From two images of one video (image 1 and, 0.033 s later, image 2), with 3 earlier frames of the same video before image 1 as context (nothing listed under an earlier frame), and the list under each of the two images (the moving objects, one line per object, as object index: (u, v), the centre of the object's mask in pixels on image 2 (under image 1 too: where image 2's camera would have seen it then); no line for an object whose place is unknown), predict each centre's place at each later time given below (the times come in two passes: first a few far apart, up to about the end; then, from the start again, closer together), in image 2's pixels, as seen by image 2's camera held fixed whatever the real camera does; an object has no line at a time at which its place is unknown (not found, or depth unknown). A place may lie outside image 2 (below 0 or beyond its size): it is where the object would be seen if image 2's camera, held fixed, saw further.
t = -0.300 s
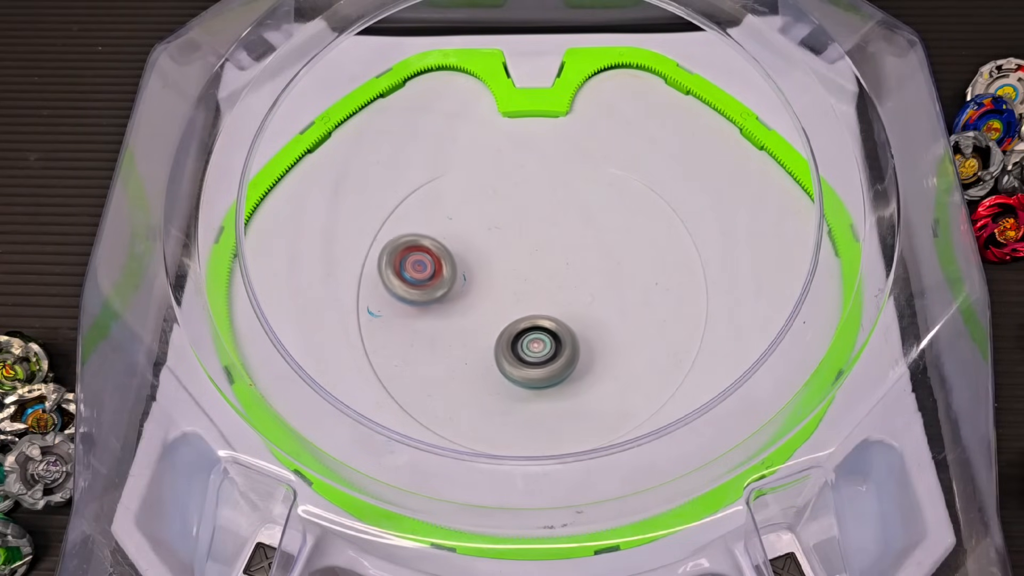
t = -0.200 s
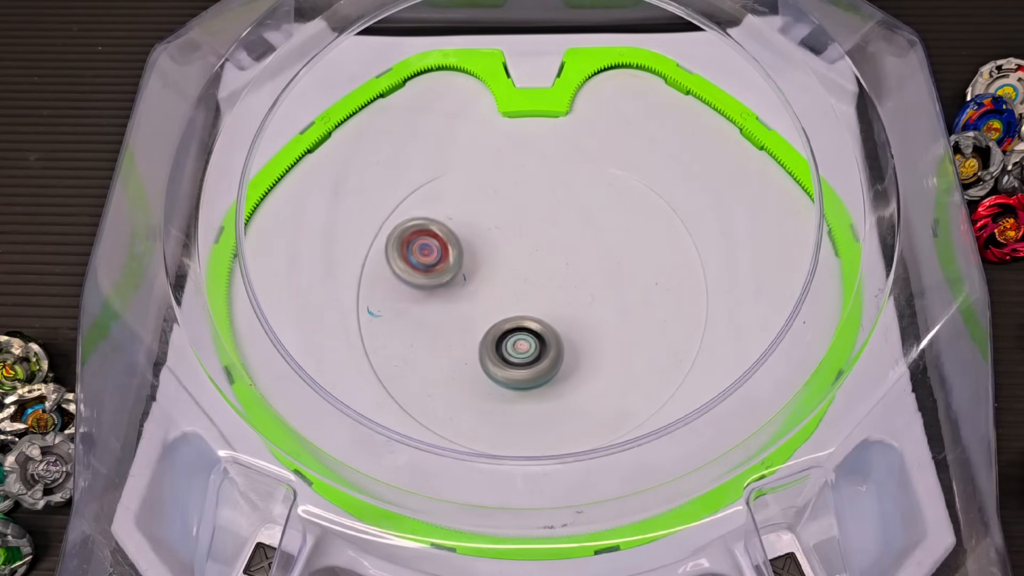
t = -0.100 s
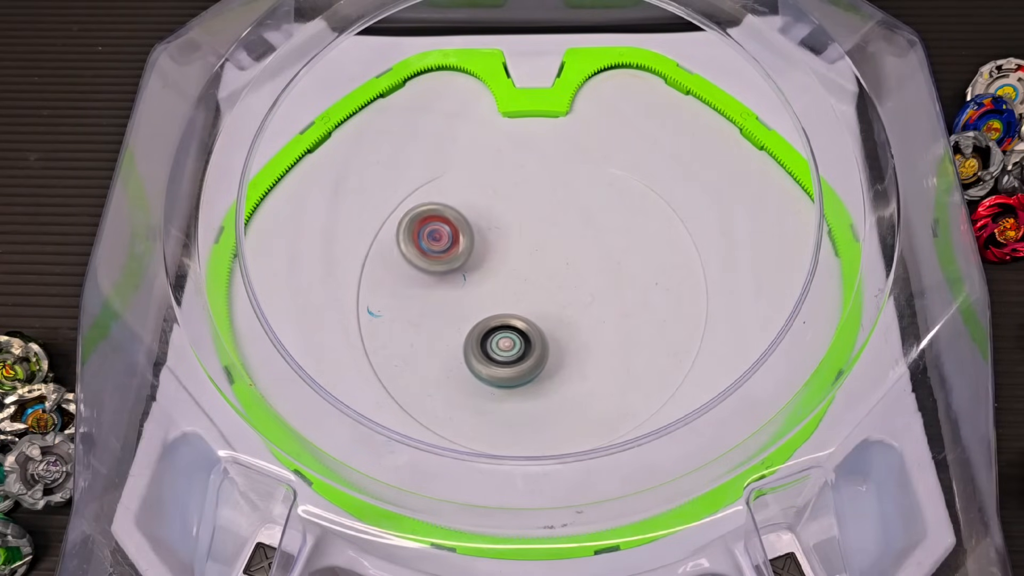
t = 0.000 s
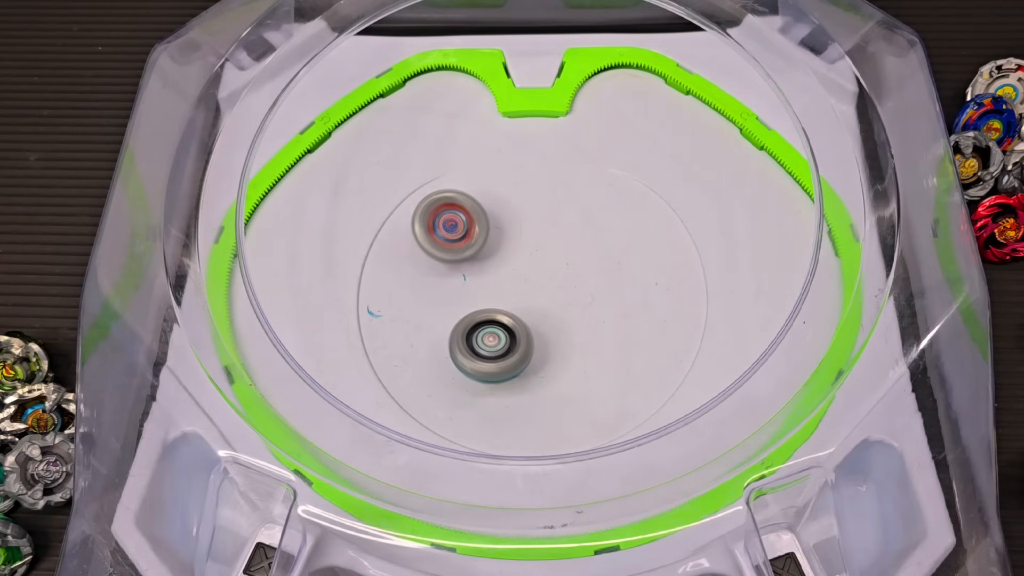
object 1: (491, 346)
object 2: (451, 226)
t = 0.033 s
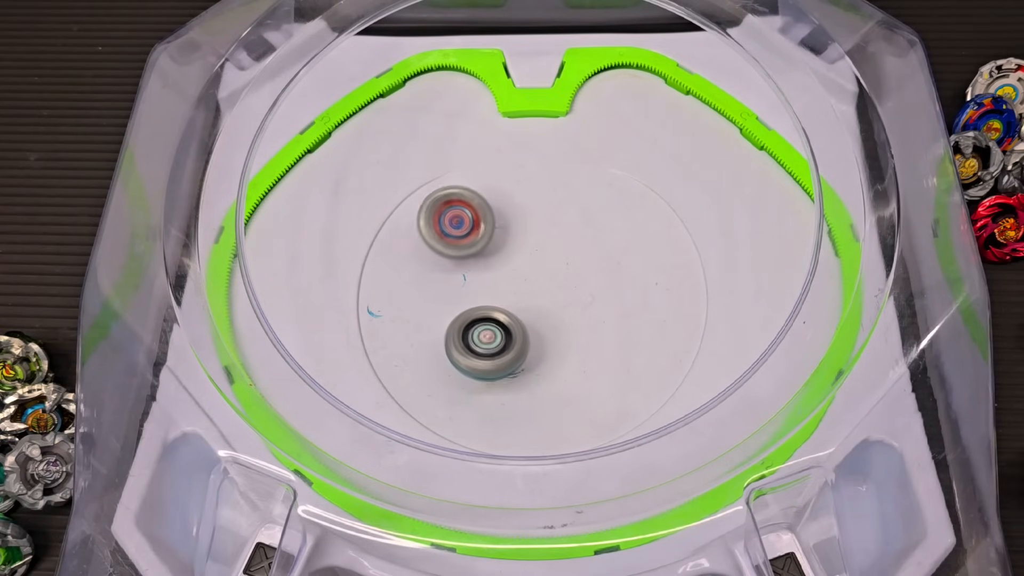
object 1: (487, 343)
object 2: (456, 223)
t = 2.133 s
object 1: (619, 280)
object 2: (451, 314)
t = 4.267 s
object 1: (530, 226)
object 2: (537, 340)
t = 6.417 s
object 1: (463, 295)
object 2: (575, 283)
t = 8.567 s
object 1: (573, 334)
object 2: (584, 223)
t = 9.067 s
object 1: (573, 313)
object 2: (532, 185)
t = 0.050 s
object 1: (485, 341)
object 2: (459, 220)
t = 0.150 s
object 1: (475, 331)
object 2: (475, 215)
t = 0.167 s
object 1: (474, 329)
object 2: (478, 214)
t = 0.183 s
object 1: (473, 327)
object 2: (481, 213)
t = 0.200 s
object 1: (472, 325)
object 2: (485, 213)
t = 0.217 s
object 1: (471, 323)
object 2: (489, 213)
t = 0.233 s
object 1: (469, 322)
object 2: (493, 213)
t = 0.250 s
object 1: (468, 320)
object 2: (496, 213)
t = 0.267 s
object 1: (467, 317)
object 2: (500, 214)
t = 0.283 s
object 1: (466, 315)
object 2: (504, 214)
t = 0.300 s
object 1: (466, 313)
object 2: (508, 215)
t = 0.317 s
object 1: (466, 311)
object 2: (512, 215)
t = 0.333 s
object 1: (465, 309)
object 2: (516, 215)
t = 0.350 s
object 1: (465, 306)
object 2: (521, 215)
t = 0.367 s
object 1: (464, 304)
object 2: (526, 216)
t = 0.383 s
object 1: (464, 301)
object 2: (530, 216)
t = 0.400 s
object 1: (464, 299)
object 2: (534, 217)
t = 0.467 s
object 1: (464, 290)
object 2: (550, 220)
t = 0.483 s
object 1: (464, 288)
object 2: (554, 221)
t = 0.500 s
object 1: (464, 286)
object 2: (559, 222)
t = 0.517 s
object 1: (465, 283)
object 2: (564, 223)
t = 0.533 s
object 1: (465, 282)
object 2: (568, 225)
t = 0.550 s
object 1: (466, 280)
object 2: (572, 226)
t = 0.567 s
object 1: (466, 278)
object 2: (576, 228)
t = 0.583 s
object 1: (467, 276)
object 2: (579, 229)
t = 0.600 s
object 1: (467, 273)
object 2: (584, 231)
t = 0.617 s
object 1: (468, 271)
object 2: (589, 233)
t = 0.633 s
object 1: (470, 269)
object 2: (594, 235)
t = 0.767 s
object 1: (478, 253)
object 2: (624, 251)
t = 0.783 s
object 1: (479, 251)
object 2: (627, 253)
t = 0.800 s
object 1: (480, 249)
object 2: (630, 254)
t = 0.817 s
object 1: (482, 247)
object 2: (633, 257)
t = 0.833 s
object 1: (483, 245)
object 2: (636, 259)
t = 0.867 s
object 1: (487, 241)
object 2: (641, 263)
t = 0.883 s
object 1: (488, 240)
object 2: (644, 265)
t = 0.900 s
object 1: (490, 238)
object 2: (646, 267)
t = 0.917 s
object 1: (491, 236)
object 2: (648, 270)
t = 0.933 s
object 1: (493, 234)
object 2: (649, 272)
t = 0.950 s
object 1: (495, 233)
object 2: (651, 274)
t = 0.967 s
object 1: (496, 231)
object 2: (652, 277)
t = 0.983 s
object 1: (498, 230)
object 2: (654, 279)
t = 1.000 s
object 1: (499, 228)
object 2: (655, 281)
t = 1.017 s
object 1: (501, 227)
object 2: (655, 284)
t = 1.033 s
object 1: (503, 226)
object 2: (656, 287)
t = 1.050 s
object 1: (505, 225)
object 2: (656, 290)
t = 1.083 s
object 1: (509, 224)
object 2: (656, 294)
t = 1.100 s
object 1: (510, 223)
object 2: (655, 297)
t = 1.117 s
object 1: (512, 222)
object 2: (655, 299)
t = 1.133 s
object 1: (514, 221)
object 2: (654, 302)
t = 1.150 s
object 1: (516, 221)
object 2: (653, 305)
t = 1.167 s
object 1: (518, 220)
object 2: (652, 308)
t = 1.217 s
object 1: (525, 218)
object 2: (646, 316)
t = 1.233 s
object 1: (528, 217)
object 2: (644, 318)
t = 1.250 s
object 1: (531, 217)
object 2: (642, 321)
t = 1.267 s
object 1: (533, 217)
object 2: (639, 323)
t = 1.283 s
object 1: (536, 217)
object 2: (636, 325)
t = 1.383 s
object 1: (550, 216)
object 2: (617, 338)
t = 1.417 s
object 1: (556, 217)
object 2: (610, 341)
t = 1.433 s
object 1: (558, 217)
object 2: (606, 343)
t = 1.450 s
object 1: (561, 217)
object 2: (602, 345)
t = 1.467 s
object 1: (564, 218)
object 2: (598, 346)
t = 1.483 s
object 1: (566, 219)
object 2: (594, 347)
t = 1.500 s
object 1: (569, 219)
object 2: (589, 348)
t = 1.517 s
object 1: (571, 220)
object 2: (585, 349)
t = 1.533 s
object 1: (573, 221)
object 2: (580, 350)
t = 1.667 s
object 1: (591, 230)
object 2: (544, 355)
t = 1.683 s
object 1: (593, 232)
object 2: (539, 355)
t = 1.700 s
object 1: (594, 233)
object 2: (535, 355)
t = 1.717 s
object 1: (596, 234)
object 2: (530, 354)
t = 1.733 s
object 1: (598, 236)
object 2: (526, 354)
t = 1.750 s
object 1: (599, 238)
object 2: (522, 353)
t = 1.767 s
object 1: (601, 240)
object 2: (518, 352)
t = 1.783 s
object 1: (602, 241)
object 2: (513, 351)
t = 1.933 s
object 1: (613, 257)
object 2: (479, 339)
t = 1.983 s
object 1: (616, 263)
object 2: (470, 334)
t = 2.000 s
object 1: (616, 265)
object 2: (468, 333)
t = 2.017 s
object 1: (617, 267)
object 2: (465, 331)
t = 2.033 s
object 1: (617, 268)
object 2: (463, 328)
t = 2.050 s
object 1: (618, 270)
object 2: (460, 326)
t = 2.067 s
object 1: (618, 273)
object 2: (458, 324)
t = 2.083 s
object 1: (619, 275)
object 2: (456, 321)
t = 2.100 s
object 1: (619, 276)
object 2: (454, 319)
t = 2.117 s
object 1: (619, 278)
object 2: (453, 316)
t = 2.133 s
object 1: (619, 280)
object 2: (451, 314)
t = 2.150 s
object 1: (619, 281)
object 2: (450, 311)
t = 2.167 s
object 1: (618, 284)
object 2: (449, 309)
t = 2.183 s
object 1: (618, 286)
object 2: (448, 306)
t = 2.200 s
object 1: (617, 288)
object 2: (447, 303)
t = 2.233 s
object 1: (616, 292)
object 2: (446, 297)
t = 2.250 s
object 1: (616, 294)
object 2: (446, 295)
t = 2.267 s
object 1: (614, 296)
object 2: (445, 292)
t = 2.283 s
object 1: (613, 298)
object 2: (445, 289)
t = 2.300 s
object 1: (611, 299)
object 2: (445, 286)
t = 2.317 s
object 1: (610, 300)
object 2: (446, 284)
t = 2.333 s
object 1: (608, 302)
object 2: (446, 281)
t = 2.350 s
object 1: (606, 303)
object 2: (447, 278)
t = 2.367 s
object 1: (604, 304)
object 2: (448, 275)
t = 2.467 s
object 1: (591, 312)
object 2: (456, 259)
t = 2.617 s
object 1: (569, 323)
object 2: (474, 242)
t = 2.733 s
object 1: (551, 329)
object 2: (492, 224)
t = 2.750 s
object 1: (549, 329)
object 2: (496, 221)
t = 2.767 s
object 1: (546, 329)
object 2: (500, 217)
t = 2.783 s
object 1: (543, 330)
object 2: (503, 215)
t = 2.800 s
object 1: (540, 330)
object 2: (507, 213)
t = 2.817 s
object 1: (537, 331)
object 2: (510, 212)
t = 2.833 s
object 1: (535, 331)
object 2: (513, 211)
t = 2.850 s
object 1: (532, 331)
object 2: (515, 211)
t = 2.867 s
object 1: (530, 332)
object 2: (517, 212)
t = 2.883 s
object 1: (526, 332)
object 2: (518, 212)
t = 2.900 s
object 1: (523, 333)
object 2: (520, 212)
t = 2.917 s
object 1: (520, 333)
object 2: (521, 211)
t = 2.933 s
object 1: (517, 332)
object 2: (523, 211)
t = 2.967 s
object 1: (512, 332)
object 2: (528, 210)
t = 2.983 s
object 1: (509, 332)
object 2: (531, 210)
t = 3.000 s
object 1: (506, 332)
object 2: (533, 210)
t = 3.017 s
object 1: (503, 331)
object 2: (536, 211)
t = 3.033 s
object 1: (500, 330)
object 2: (538, 211)
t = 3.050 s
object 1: (498, 329)
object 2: (540, 212)
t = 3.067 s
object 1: (496, 329)
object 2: (543, 213)
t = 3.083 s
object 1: (493, 329)
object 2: (545, 213)
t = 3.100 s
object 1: (490, 328)
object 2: (548, 214)
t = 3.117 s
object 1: (488, 327)
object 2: (550, 216)
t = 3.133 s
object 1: (486, 326)
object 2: (552, 217)
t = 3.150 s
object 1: (484, 325)
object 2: (554, 219)
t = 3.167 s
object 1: (482, 324)
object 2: (557, 222)
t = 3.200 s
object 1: (478, 323)
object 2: (561, 227)
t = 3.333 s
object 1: (466, 312)
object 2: (579, 248)
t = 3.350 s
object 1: (465, 310)
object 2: (581, 251)
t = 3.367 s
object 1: (463, 309)
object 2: (582, 254)
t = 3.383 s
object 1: (462, 307)
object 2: (584, 257)
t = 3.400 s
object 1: (461, 305)
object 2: (586, 260)
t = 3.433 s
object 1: (460, 301)
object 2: (589, 266)
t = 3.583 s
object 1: (457, 283)
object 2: (599, 292)
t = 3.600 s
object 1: (457, 280)
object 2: (600, 295)
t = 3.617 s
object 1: (457, 278)
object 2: (600, 298)
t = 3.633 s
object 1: (458, 276)
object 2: (601, 301)
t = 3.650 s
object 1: (459, 275)
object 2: (601, 303)
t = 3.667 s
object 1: (459, 273)
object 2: (601, 305)
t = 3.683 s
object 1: (460, 271)
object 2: (601, 307)
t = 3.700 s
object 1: (461, 269)
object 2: (601, 310)
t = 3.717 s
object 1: (462, 267)
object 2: (601, 312)
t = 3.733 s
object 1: (463, 265)
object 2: (600, 314)
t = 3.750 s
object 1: (465, 263)
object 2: (599, 316)
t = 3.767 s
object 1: (466, 262)
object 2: (598, 318)
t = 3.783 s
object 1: (467, 260)
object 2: (597, 320)
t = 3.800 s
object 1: (469, 258)
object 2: (596, 322)
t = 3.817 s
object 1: (470, 256)
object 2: (594, 324)
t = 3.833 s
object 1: (472, 254)
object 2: (593, 326)
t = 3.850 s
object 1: (473, 252)
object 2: (591, 328)
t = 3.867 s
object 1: (475, 251)
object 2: (590, 330)
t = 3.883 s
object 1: (477, 249)
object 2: (588, 332)
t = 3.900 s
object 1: (478, 248)
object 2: (586, 333)
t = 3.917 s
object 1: (480, 246)
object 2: (584, 335)
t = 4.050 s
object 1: (497, 236)
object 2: (567, 343)
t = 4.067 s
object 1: (499, 235)
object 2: (565, 343)
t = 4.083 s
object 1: (502, 234)
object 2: (563, 344)
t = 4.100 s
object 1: (504, 233)
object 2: (561, 344)
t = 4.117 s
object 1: (507, 232)
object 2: (559, 344)
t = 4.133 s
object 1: (509, 231)
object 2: (558, 344)
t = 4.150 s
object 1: (512, 231)
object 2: (556, 344)
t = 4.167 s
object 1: (514, 230)
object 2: (554, 344)
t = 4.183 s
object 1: (517, 229)
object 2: (551, 344)
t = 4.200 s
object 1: (520, 228)
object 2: (548, 343)
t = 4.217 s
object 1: (522, 228)
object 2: (545, 343)
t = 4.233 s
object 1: (525, 227)
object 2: (542, 343)
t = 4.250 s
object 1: (527, 227)
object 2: (539, 341)
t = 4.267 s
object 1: (530, 226)
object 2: (537, 340)
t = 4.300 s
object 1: (535, 226)
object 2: (531, 338)
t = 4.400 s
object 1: (551, 225)
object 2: (516, 328)
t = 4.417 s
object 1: (553, 225)
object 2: (514, 327)
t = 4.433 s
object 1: (555, 225)
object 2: (511, 325)
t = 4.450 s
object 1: (558, 226)
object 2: (509, 322)
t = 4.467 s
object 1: (560, 226)
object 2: (506, 319)
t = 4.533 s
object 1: (571, 228)
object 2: (499, 311)
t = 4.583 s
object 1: (578, 230)
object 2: (496, 305)
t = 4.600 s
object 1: (580, 231)
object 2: (495, 303)
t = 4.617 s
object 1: (583, 231)
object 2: (493, 300)
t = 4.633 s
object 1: (585, 233)
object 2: (492, 297)
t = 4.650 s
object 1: (587, 234)
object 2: (492, 294)
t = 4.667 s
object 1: (589, 234)
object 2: (491, 291)
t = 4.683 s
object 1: (591, 236)
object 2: (490, 288)
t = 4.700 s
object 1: (593, 237)
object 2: (489, 285)
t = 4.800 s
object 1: (604, 245)
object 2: (485, 272)
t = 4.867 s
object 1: (610, 251)
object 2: (482, 258)
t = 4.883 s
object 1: (612, 253)
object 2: (481, 252)
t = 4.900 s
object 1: (614, 255)
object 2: (480, 248)
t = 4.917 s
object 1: (615, 257)
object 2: (480, 243)
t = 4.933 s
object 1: (615, 258)
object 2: (480, 240)
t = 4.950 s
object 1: (616, 260)
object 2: (481, 237)
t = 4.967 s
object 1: (618, 262)
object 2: (481, 235)
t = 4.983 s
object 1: (619, 263)
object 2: (482, 233)
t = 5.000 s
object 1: (620, 266)
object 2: (483, 233)
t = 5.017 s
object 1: (620, 267)
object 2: (485, 232)
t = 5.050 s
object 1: (622, 271)
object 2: (488, 231)
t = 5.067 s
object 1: (622, 273)
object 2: (489, 230)
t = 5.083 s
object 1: (623, 275)
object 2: (491, 230)
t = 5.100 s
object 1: (623, 277)
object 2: (492, 230)
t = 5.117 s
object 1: (623, 279)
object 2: (493, 229)
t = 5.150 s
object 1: (623, 282)
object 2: (493, 228)
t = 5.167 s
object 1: (623, 284)
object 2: (493, 228)
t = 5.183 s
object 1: (623, 286)
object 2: (494, 227)
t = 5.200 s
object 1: (622, 287)
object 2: (495, 226)
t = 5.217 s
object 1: (621, 289)
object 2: (496, 225)
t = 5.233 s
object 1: (620, 290)
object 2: (498, 223)
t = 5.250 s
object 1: (619, 292)
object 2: (500, 223)
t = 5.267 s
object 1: (618, 294)
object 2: (503, 222)
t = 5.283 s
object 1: (616, 295)
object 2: (505, 223)
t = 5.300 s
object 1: (613, 297)
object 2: (508, 223)
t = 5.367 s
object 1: (604, 304)
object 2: (515, 228)
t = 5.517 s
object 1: (580, 316)
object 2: (536, 235)
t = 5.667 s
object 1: (556, 327)
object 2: (598, 251)
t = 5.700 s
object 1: (550, 328)
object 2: (615, 261)
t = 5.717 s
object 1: (547, 329)
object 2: (621, 266)
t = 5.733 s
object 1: (544, 330)
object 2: (626, 271)
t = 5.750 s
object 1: (541, 330)
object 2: (630, 277)
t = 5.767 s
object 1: (538, 331)
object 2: (632, 282)
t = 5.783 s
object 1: (536, 331)
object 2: (632, 285)
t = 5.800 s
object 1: (533, 331)
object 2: (632, 288)
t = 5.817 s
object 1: (530, 332)
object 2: (632, 290)
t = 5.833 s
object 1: (527, 332)
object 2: (632, 291)
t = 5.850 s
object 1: (524, 333)
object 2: (632, 291)
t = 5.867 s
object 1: (521, 333)
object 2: (632, 290)
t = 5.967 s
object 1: (506, 331)
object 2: (641, 283)
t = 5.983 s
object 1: (503, 331)
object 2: (642, 282)
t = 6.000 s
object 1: (501, 330)
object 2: (643, 282)
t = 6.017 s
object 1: (498, 329)
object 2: (643, 282)
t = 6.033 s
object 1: (496, 328)
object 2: (642, 283)
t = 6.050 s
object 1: (494, 328)
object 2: (642, 282)
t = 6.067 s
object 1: (491, 327)
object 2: (641, 282)
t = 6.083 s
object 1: (489, 326)
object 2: (639, 282)
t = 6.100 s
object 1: (487, 325)
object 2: (638, 282)
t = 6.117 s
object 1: (485, 324)
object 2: (636, 282)
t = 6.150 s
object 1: (481, 321)
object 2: (632, 282)
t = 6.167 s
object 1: (479, 320)
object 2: (629, 283)
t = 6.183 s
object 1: (477, 319)
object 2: (626, 283)
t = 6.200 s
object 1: (475, 317)
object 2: (623, 283)
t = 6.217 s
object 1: (474, 315)
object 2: (620, 283)
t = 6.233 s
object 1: (472, 314)
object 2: (617, 283)
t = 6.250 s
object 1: (471, 312)
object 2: (613, 284)
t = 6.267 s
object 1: (469, 311)
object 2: (610, 284)
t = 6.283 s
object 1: (468, 309)
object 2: (607, 284)
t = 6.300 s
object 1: (467, 307)
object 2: (603, 284)
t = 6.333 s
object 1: (466, 304)
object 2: (596, 284)
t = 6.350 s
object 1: (465, 302)
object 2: (591, 284)
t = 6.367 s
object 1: (464, 300)
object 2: (587, 284)
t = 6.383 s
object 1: (464, 298)
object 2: (583, 284)
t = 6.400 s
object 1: (464, 296)
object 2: (579, 284)
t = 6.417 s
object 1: (463, 295)
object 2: (575, 283)
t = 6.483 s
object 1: (464, 287)
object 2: (558, 282)
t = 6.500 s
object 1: (464, 285)
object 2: (554, 281)
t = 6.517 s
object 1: (465, 284)
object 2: (549, 280)
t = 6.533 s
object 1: (463, 282)
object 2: (547, 280)
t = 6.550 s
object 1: (461, 279)
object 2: (546, 280)
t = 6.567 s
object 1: (460, 277)
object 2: (545, 280)
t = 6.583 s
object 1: (460, 275)
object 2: (544, 281)
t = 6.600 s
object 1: (460, 273)
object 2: (542, 282)
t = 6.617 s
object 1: (459, 271)
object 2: (541, 284)
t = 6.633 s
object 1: (458, 269)
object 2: (539, 287)
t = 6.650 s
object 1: (441, 260)
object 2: (557, 295)
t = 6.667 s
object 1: (423, 249)
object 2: (579, 307)
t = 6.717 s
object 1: (387, 228)
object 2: (638, 334)
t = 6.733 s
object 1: (380, 223)
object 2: (653, 340)
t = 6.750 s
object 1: (375, 220)
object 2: (666, 344)
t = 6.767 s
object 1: (376, 219)
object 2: (678, 348)
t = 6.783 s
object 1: (379, 221)
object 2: (687, 350)
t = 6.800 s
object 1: (381, 223)
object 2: (694, 350)
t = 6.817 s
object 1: (381, 222)
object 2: (694, 345)
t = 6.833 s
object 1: (381, 225)
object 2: (692, 339)
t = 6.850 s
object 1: (381, 226)
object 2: (690, 335)
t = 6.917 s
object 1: (380, 226)
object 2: (682, 315)
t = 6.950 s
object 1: (381, 224)
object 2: (678, 308)
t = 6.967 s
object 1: (381, 223)
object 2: (677, 304)
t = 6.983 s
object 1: (382, 223)
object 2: (675, 303)
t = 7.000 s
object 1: (384, 222)
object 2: (673, 299)
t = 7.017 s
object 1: (385, 222)
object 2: (672, 293)
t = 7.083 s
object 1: (394, 221)
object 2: (668, 279)
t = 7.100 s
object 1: (396, 221)
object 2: (667, 275)
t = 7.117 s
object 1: (399, 221)
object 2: (666, 272)
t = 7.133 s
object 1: (402, 222)
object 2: (665, 271)
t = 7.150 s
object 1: (405, 223)
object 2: (664, 270)
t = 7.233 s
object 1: (423, 229)
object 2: (654, 274)
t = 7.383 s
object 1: (464, 242)
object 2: (622, 277)
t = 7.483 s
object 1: (498, 252)
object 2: (594, 276)
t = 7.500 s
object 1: (505, 254)
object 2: (590, 276)
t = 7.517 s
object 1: (508, 254)
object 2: (589, 277)
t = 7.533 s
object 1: (497, 247)
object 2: (599, 283)
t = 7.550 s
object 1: (486, 242)
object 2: (608, 289)
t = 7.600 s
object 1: (466, 230)
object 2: (631, 307)
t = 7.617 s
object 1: (464, 228)
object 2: (636, 313)
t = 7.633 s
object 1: (463, 227)
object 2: (638, 315)
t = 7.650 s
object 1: (463, 228)
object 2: (638, 317)
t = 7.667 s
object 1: (464, 230)
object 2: (637, 317)
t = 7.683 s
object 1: (464, 232)
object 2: (635, 317)
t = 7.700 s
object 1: (465, 235)
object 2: (633, 316)
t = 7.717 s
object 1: (466, 238)
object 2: (630, 314)
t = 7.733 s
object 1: (467, 240)
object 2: (628, 312)
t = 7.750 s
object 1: (468, 243)
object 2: (625, 311)
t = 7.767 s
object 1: (470, 246)
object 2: (622, 308)
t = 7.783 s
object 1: (472, 248)
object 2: (620, 305)
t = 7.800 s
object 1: (474, 251)
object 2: (619, 303)
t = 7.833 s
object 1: (478, 256)
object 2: (616, 299)
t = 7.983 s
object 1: (503, 280)
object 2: (600, 280)
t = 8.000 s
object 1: (506, 282)
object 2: (598, 278)
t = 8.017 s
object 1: (509, 285)
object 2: (596, 275)
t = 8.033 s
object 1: (511, 287)
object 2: (595, 272)
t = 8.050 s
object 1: (508, 290)
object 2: (599, 270)
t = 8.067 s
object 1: (506, 292)
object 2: (603, 267)
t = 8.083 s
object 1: (506, 294)
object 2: (604, 266)
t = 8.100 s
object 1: (508, 297)
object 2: (605, 264)
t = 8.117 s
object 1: (510, 299)
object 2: (604, 263)
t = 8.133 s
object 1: (511, 302)
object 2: (603, 260)
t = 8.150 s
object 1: (513, 305)
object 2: (603, 258)
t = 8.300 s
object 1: (533, 324)
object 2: (598, 238)
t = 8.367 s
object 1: (543, 331)
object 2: (595, 232)
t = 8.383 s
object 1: (546, 332)
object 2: (594, 231)
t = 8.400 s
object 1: (548, 333)
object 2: (594, 229)
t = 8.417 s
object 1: (551, 333)
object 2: (593, 228)
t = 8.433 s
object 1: (553, 334)
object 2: (592, 227)
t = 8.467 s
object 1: (559, 335)
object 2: (590, 226)
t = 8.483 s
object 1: (561, 336)
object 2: (589, 225)
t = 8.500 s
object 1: (564, 336)
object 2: (588, 224)
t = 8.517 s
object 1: (567, 336)
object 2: (587, 224)
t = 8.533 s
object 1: (569, 335)
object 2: (586, 223)
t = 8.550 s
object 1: (571, 335)
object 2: (585, 223)
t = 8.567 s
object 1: (573, 334)
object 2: (584, 223)
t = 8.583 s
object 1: (576, 333)
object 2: (583, 222)
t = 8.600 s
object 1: (577, 332)
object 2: (582, 222)
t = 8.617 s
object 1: (579, 331)
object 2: (581, 222)
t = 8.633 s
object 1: (581, 330)
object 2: (580, 222)
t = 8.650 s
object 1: (583, 328)
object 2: (579, 222)
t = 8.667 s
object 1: (584, 327)
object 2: (578, 222)
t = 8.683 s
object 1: (586, 325)
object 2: (577, 222)
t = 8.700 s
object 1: (586, 323)
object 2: (576, 222)
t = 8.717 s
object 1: (587, 320)
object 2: (575, 222)
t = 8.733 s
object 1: (587, 318)
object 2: (573, 222)
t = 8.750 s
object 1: (587, 316)
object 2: (572, 223)
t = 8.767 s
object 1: (587, 314)
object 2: (571, 223)
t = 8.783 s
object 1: (587, 312)
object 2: (570, 224)
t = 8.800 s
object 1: (586, 309)
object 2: (568, 224)
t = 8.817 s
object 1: (585, 307)
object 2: (566, 225)
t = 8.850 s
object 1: (584, 302)
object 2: (563, 226)
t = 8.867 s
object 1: (582, 300)
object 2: (561, 227)
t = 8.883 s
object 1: (581, 299)
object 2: (559, 228)
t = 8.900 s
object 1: (581, 303)
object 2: (557, 220)
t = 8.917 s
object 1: (580, 308)
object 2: (553, 211)
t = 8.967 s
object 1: (576, 316)
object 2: (547, 193)
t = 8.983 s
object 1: (575, 315)
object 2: (546, 190)
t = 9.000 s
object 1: (575, 315)
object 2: (545, 188)
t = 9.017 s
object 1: (575, 315)
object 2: (542, 187)
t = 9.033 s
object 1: (575, 315)
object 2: (539, 187)
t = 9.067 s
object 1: (573, 313)
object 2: (532, 185)
